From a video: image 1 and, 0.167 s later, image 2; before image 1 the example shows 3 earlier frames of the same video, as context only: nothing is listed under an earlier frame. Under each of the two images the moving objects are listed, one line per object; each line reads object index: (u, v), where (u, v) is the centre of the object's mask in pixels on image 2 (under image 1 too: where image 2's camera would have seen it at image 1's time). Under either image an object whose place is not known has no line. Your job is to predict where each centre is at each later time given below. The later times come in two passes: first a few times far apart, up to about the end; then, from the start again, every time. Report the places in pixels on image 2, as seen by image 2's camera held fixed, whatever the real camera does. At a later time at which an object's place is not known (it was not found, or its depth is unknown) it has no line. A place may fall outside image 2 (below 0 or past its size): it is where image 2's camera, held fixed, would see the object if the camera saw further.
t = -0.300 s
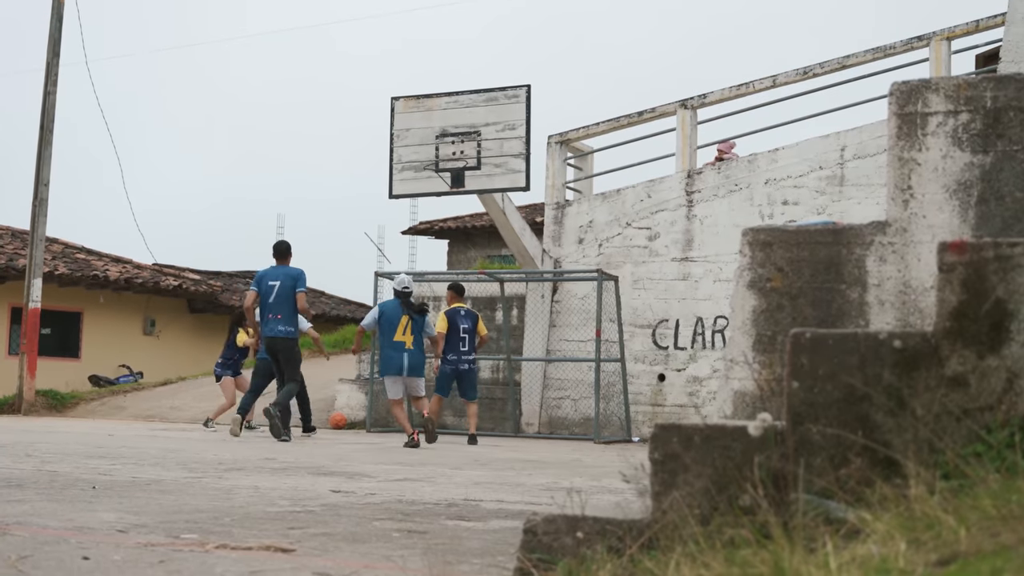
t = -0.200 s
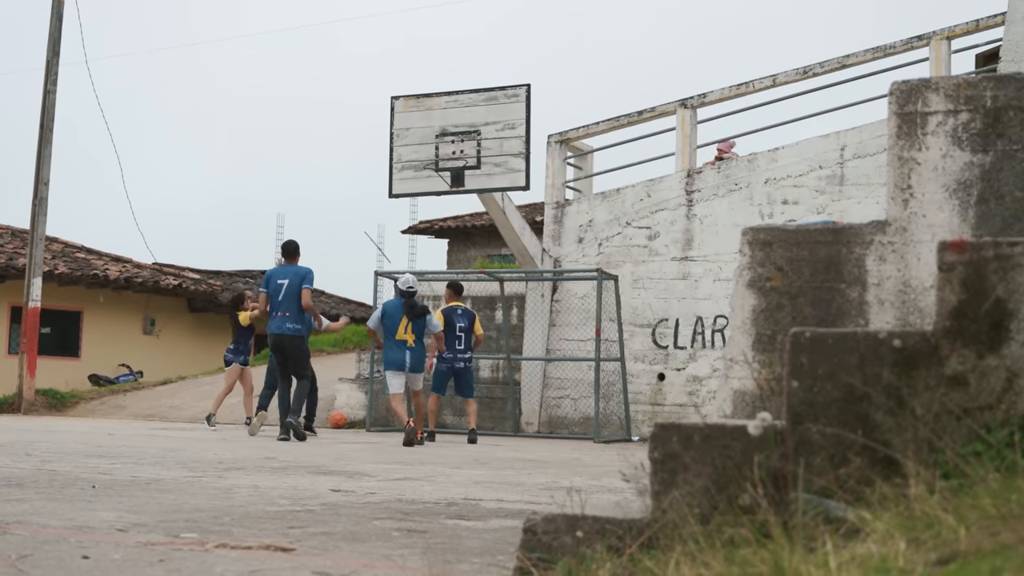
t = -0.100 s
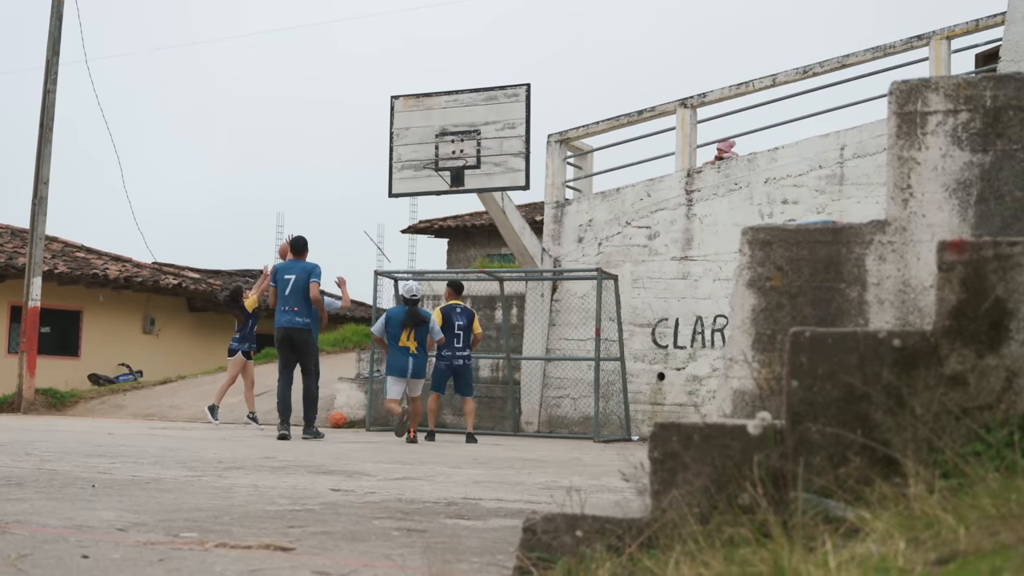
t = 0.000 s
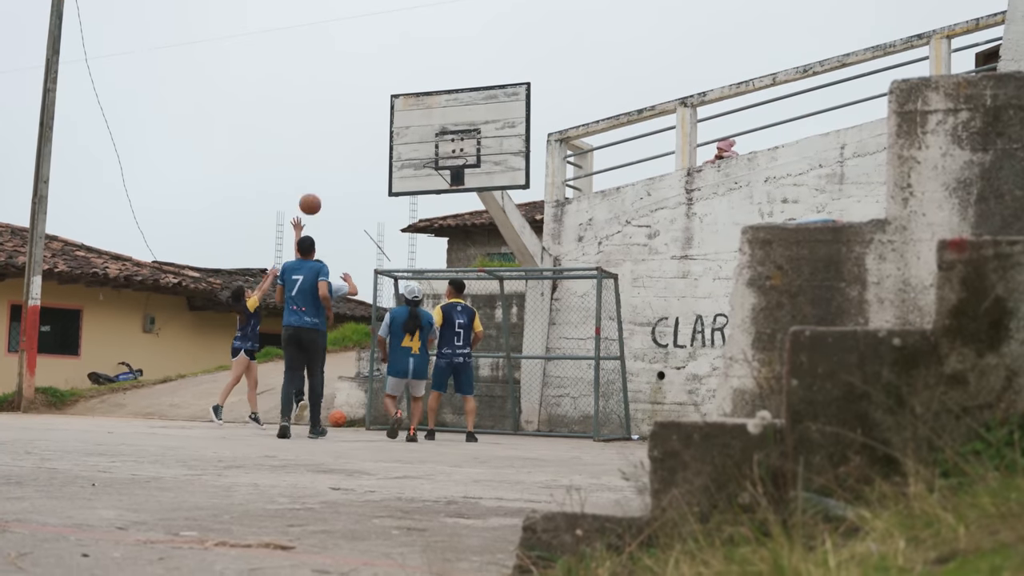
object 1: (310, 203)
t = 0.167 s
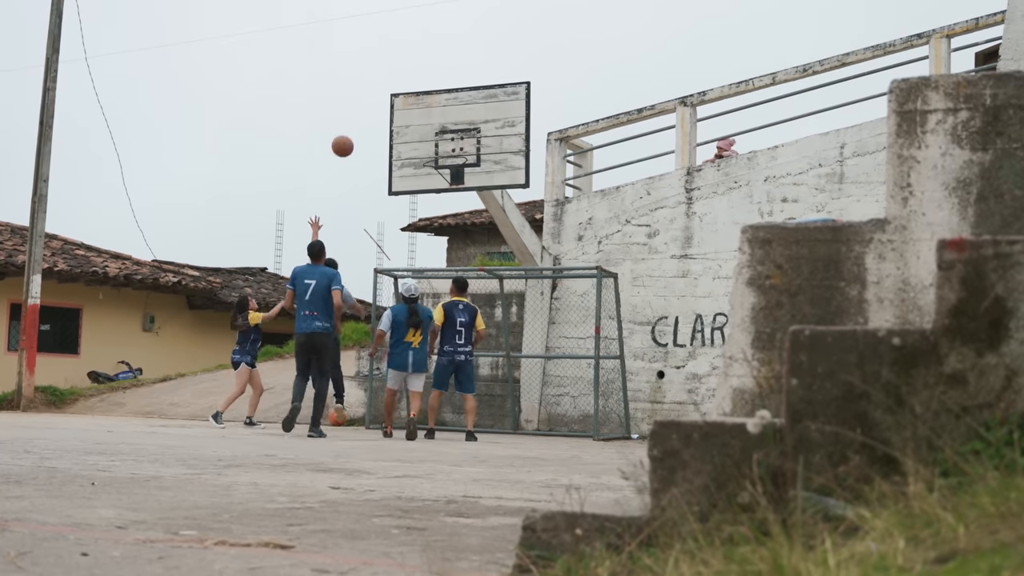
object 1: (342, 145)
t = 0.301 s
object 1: (367, 118)
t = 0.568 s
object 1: (414, 111)
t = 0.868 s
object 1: (455, 142)
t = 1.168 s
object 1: (456, 146)
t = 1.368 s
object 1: (445, 173)
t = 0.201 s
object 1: (349, 137)
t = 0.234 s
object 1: (355, 130)
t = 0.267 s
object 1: (361, 124)
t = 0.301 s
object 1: (367, 118)
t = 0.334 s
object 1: (373, 114)
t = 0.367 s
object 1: (379, 110)
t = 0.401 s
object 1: (385, 108)
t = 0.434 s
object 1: (391, 106)
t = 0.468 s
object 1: (397, 106)
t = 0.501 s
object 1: (402, 107)
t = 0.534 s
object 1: (408, 108)
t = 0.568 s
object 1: (414, 111)
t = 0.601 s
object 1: (420, 114)
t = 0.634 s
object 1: (425, 118)
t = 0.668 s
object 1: (430, 123)
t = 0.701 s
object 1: (436, 129)
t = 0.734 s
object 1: (442, 136)
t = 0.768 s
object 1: (447, 144)
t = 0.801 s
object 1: (450, 147)
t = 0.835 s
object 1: (453, 144)
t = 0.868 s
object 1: (455, 142)
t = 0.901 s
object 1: (458, 141)
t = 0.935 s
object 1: (460, 140)
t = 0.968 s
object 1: (462, 140)
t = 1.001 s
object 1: (465, 142)
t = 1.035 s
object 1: (466, 143)
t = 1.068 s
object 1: (464, 142)
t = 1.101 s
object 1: (461, 143)
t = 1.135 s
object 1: (459, 144)
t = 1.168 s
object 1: (456, 146)
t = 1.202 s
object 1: (453, 150)
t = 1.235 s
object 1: (451, 154)
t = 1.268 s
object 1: (449, 156)
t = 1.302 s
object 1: (448, 162)
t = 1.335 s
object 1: (447, 167)
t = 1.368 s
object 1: (445, 173)
